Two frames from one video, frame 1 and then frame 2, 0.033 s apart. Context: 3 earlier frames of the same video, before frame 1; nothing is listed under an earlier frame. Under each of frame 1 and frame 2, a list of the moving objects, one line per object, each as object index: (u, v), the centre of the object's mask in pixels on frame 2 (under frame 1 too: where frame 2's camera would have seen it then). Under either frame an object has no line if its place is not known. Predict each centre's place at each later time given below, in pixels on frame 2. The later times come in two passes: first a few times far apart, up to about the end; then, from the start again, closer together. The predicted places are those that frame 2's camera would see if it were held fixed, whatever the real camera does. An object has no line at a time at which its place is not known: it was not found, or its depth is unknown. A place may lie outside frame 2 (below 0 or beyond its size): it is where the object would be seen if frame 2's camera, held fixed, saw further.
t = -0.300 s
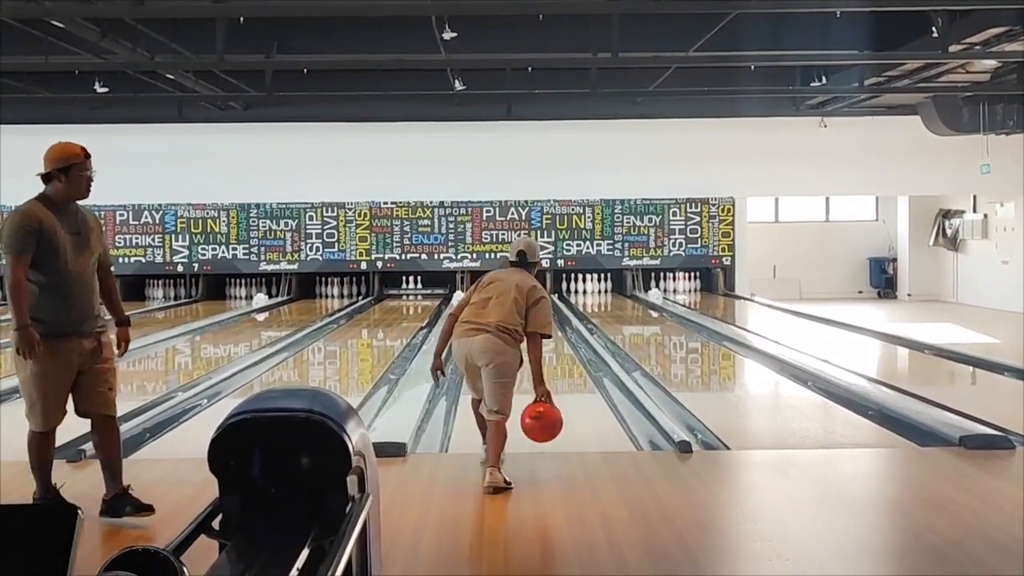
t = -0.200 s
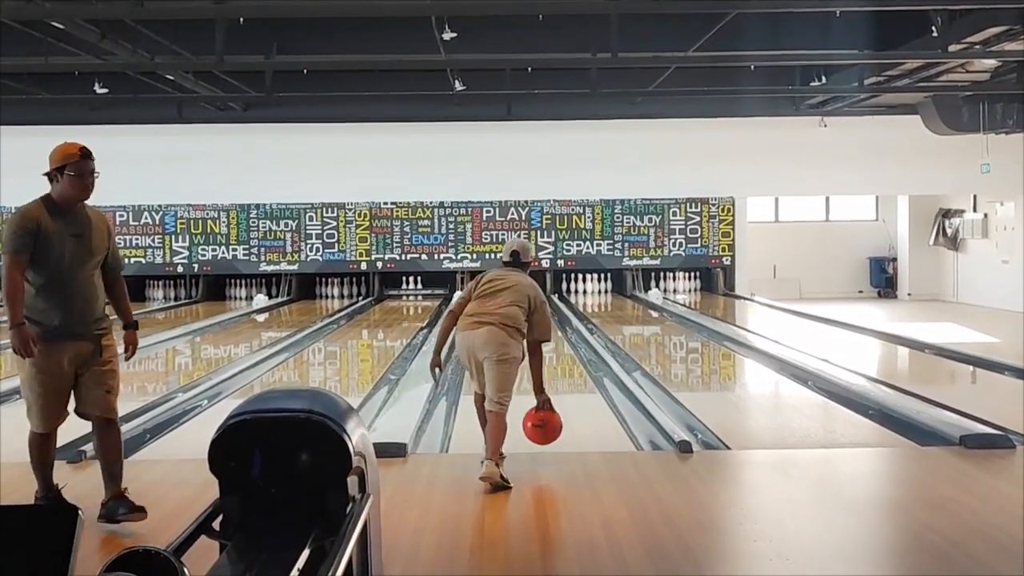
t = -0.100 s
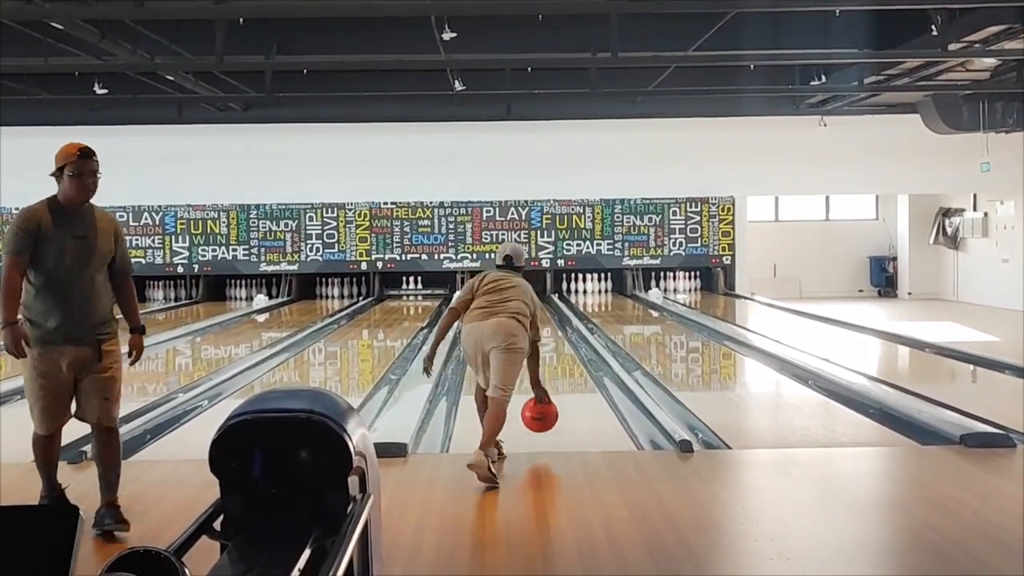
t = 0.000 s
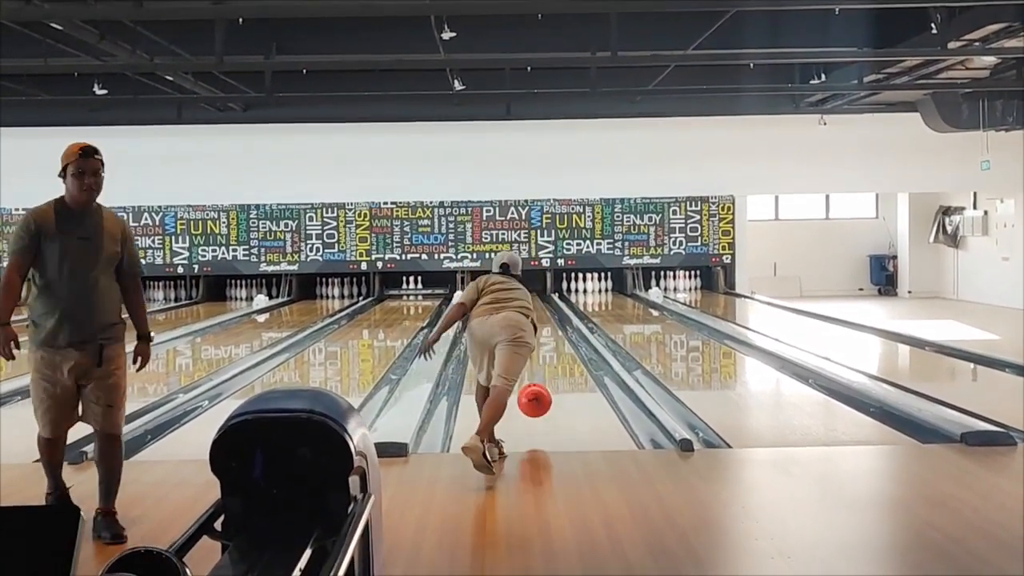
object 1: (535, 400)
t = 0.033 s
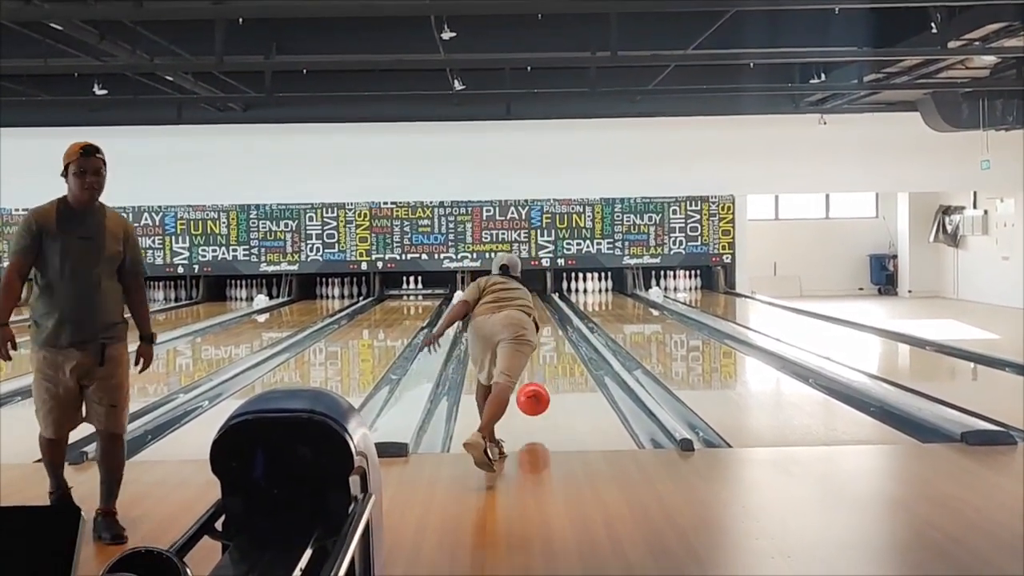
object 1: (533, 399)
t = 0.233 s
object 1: (513, 393)
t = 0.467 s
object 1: (520, 374)
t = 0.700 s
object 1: (509, 357)
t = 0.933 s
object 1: (503, 345)
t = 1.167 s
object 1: (498, 335)
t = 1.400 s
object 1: (493, 328)
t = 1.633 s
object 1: (488, 322)
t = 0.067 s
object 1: (531, 399)
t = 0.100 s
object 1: (530, 402)
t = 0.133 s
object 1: (530, 400)
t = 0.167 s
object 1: (532, 397)
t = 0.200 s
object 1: (535, 395)
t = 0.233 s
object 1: (513, 393)
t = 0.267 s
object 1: (516, 391)
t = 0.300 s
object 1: (517, 386)
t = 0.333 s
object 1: (518, 383)
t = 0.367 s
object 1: (519, 380)
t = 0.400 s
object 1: (518, 377)
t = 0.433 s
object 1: (518, 375)
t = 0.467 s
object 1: (520, 374)
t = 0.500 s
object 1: (521, 373)
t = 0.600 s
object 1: (503, 362)
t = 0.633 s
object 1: (505, 359)
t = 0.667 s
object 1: (507, 359)
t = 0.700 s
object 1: (509, 357)
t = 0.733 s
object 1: (508, 355)
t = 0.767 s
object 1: (508, 354)
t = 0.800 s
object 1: (507, 351)
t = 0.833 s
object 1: (506, 350)
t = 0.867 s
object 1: (505, 348)
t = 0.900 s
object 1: (504, 346)
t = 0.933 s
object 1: (503, 345)
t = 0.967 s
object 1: (502, 343)
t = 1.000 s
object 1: (502, 342)
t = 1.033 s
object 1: (501, 341)
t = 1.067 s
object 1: (500, 339)
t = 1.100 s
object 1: (499, 338)
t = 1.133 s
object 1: (499, 336)
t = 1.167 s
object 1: (498, 335)
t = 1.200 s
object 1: (497, 334)
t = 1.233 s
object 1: (496, 333)
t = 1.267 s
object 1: (496, 332)
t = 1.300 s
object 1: (495, 331)
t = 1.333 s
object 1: (494, 330)
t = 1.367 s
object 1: (494, 330)
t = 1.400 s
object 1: (493, 328)
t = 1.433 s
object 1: (492, 327)
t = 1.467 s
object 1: (491, 326)
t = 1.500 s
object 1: (491, 326)
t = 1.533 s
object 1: (490, 325)
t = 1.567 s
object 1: (489, 324)
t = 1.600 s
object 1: (489, 323)
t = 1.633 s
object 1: (488, 322)
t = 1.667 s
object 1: (488, 322)
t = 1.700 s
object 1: (488, 321)
